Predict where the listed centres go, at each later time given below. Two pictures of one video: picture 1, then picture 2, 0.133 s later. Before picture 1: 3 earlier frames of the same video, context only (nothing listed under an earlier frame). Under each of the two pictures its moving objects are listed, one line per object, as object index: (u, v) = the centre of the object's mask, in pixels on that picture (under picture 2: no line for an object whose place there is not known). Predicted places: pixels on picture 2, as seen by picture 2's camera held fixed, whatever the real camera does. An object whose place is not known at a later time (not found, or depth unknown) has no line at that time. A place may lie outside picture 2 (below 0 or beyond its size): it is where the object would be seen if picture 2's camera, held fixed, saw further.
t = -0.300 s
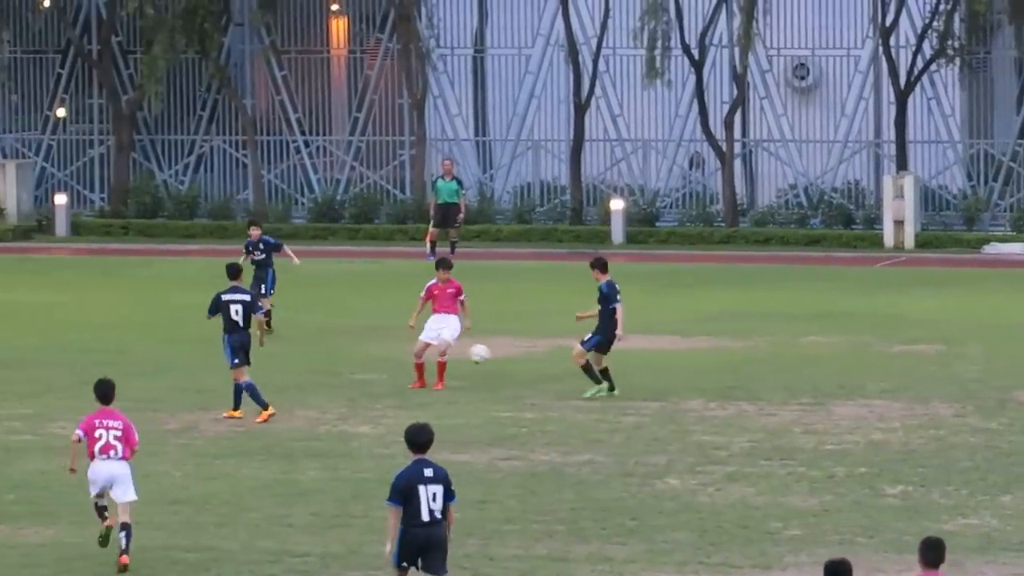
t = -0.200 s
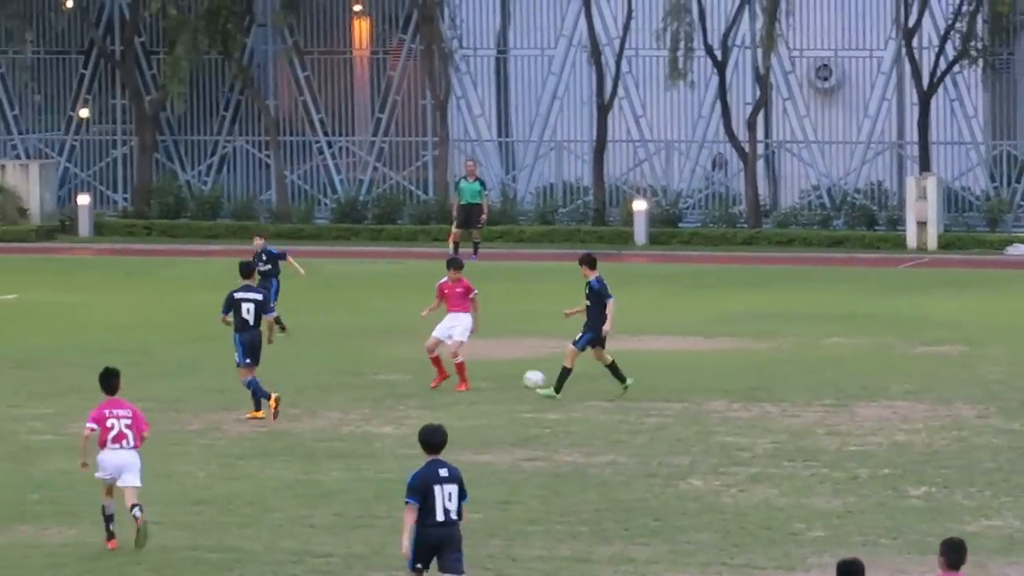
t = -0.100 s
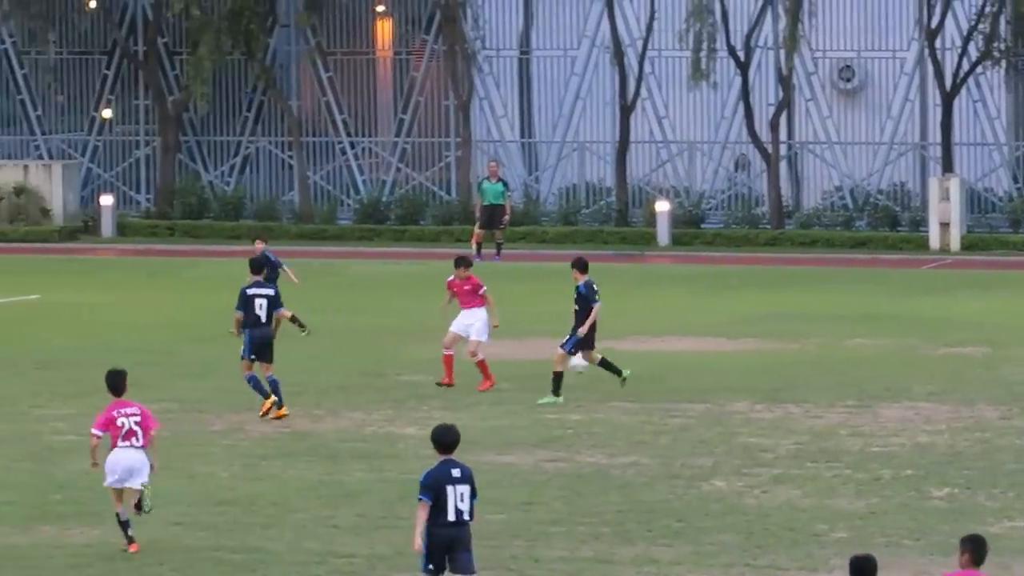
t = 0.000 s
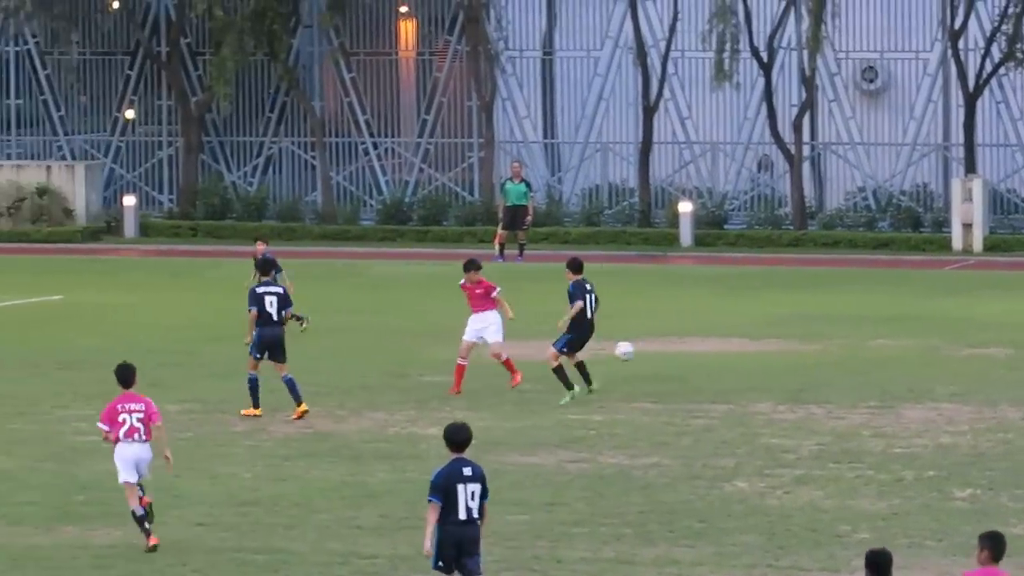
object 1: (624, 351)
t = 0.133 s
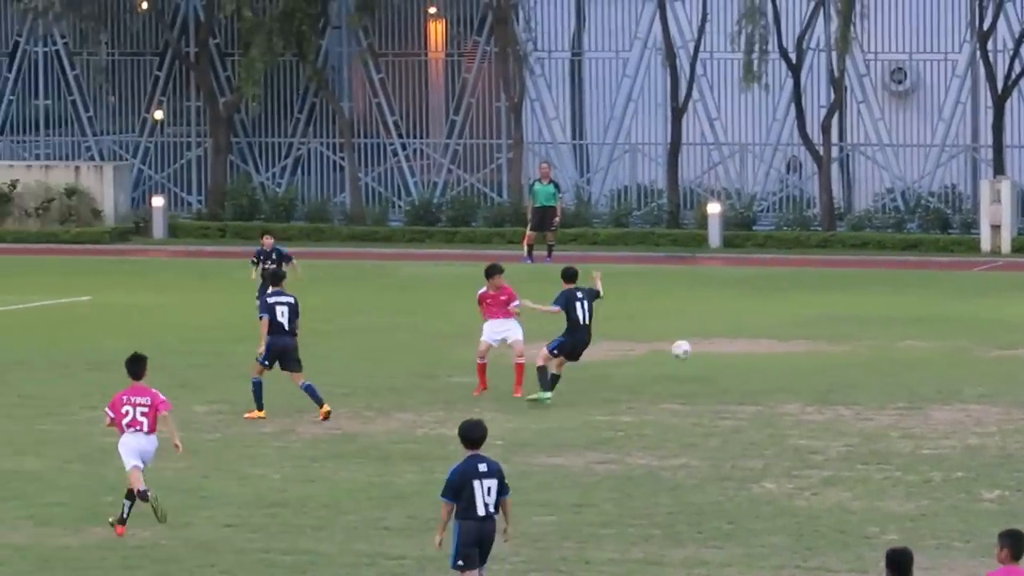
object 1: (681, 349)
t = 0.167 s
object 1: (690, 352)
